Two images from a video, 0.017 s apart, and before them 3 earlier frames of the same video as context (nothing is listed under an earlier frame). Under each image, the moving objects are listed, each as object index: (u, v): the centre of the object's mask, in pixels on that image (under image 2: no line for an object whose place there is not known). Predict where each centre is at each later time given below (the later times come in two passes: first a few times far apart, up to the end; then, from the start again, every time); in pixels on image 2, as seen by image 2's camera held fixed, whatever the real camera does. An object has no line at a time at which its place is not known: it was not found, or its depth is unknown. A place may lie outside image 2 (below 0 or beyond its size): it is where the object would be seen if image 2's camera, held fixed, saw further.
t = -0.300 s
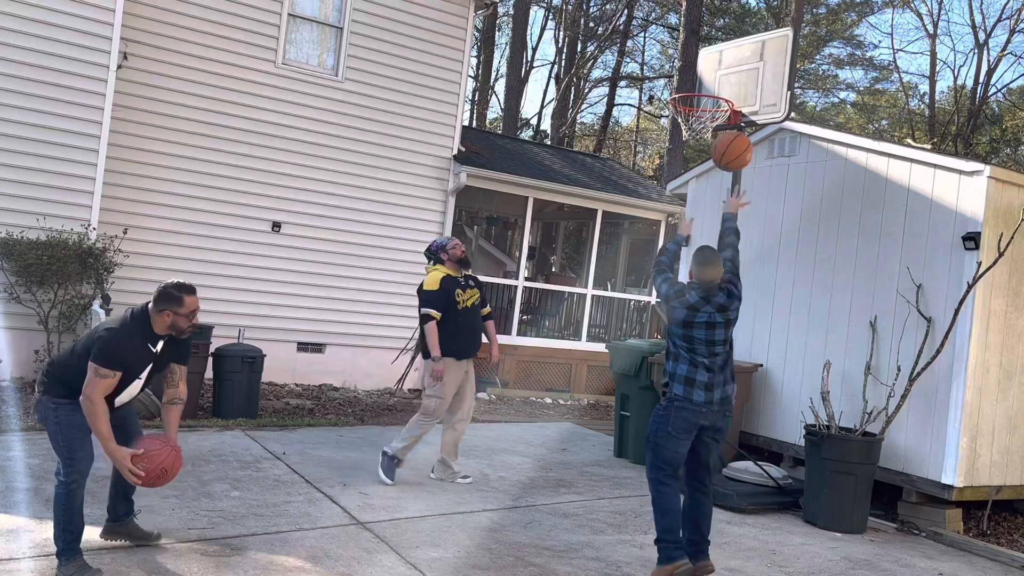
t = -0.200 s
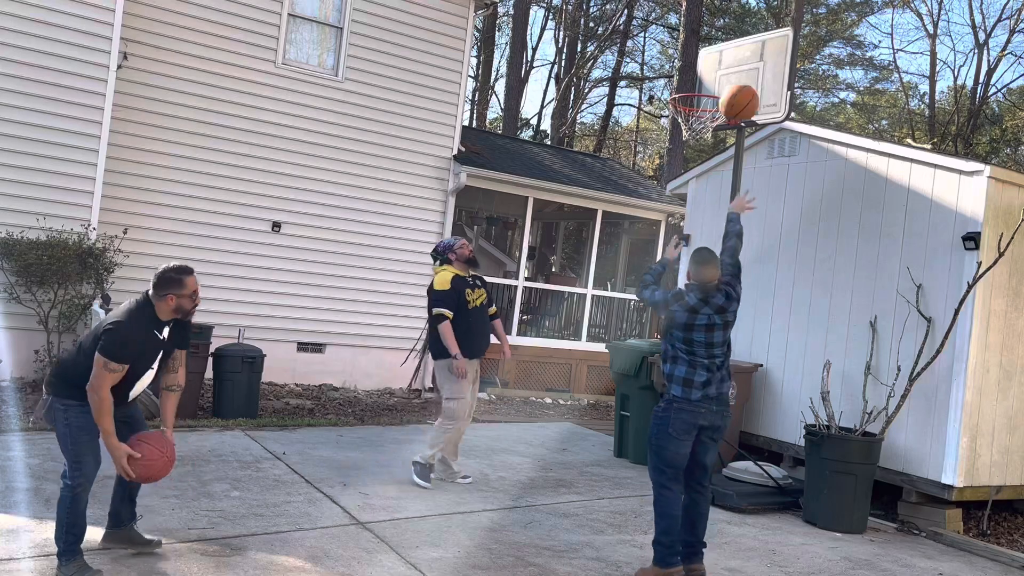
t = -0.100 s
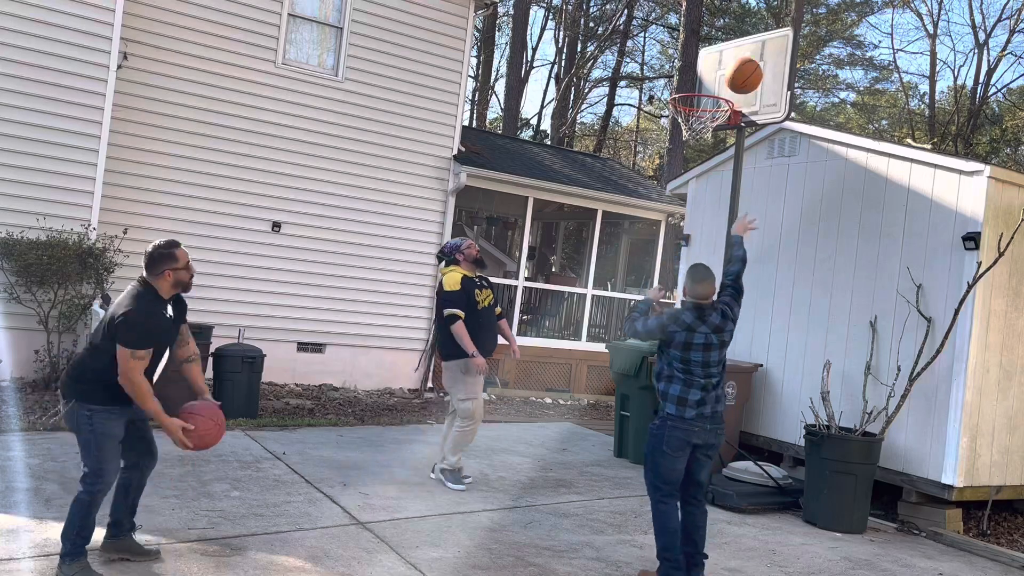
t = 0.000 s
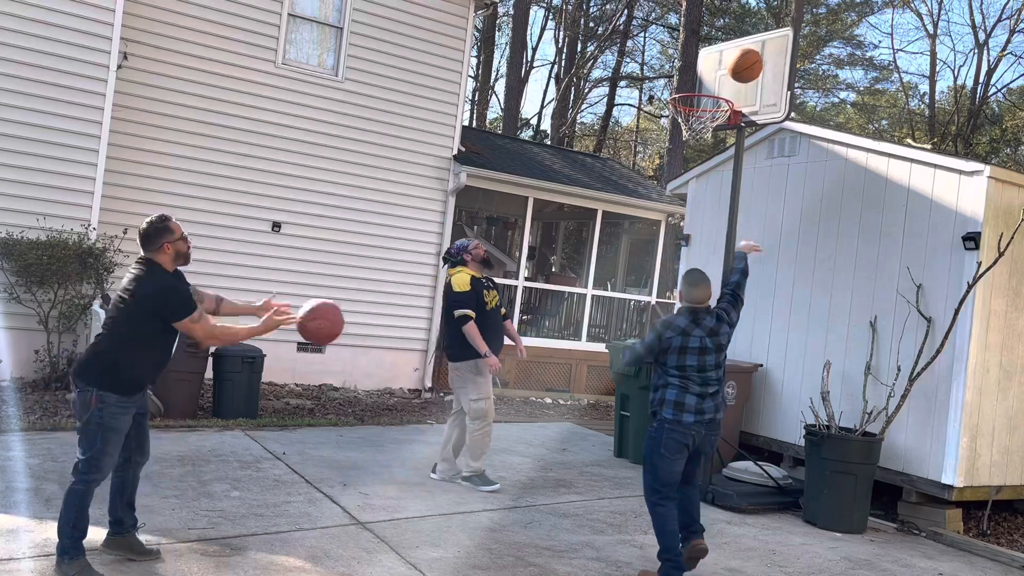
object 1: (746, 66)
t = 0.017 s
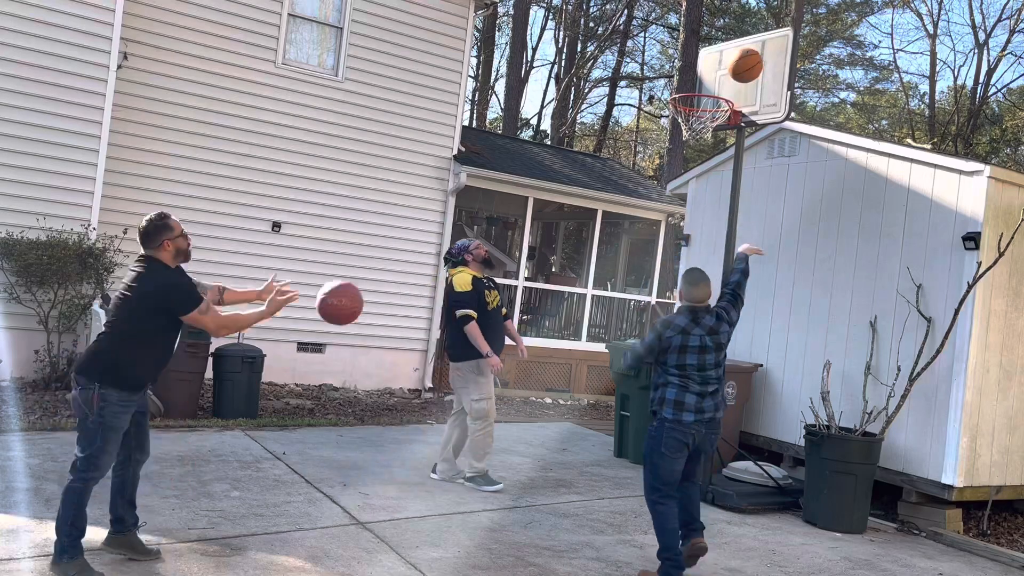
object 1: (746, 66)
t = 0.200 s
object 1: (740, 84)
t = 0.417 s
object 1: (683, 126)
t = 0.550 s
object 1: (685, 128)
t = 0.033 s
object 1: (746, 66)
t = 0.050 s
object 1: (746, 66)
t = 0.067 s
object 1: (746, 67)
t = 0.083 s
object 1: (745, 68)
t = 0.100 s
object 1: (745, 70)
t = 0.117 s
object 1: (746, 72)
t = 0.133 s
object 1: (745, 74)
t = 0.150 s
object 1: (744, 77)
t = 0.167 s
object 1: (744, 80)
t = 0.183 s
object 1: (744, 83)
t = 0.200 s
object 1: (740, 84)
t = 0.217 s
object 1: (735, 86)
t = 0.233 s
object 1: (732, 87)
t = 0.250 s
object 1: (727, 88)
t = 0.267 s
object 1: (722, 90)
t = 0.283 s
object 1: (718, 95)
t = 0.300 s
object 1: (712, 97)
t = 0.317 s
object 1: (707, 102)
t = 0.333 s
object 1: (703, 106)
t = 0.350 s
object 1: (699, 108)
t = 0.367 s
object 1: (694, 114)
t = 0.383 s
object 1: (691, 120)
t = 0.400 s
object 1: (684, 124)
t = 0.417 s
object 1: (683, 126)
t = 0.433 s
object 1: (680, 126)
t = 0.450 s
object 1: (680, 126)
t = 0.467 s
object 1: (680, 126)
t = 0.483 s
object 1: (682, 125)
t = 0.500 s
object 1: (683, 126)
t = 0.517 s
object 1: (684, 126)
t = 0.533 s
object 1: (685, 126)
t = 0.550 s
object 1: (685, 128)
